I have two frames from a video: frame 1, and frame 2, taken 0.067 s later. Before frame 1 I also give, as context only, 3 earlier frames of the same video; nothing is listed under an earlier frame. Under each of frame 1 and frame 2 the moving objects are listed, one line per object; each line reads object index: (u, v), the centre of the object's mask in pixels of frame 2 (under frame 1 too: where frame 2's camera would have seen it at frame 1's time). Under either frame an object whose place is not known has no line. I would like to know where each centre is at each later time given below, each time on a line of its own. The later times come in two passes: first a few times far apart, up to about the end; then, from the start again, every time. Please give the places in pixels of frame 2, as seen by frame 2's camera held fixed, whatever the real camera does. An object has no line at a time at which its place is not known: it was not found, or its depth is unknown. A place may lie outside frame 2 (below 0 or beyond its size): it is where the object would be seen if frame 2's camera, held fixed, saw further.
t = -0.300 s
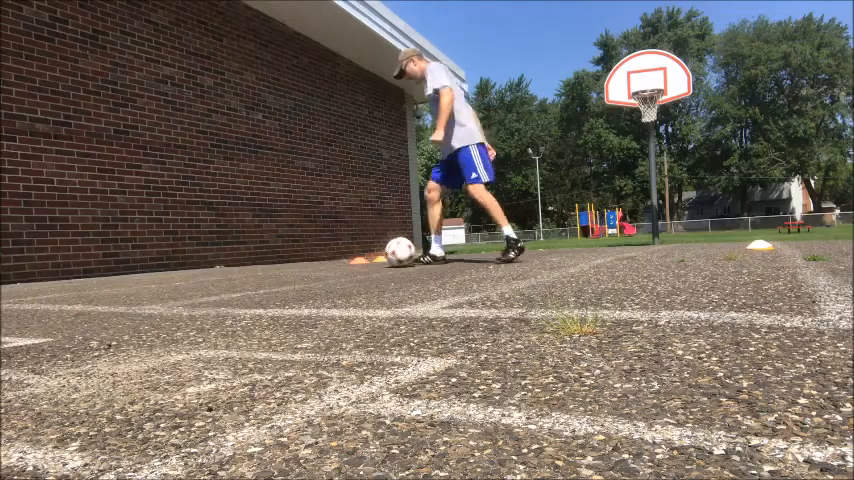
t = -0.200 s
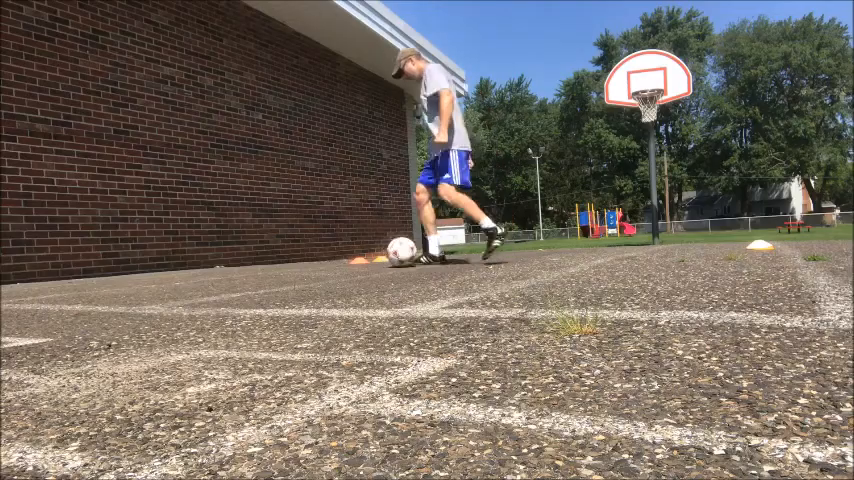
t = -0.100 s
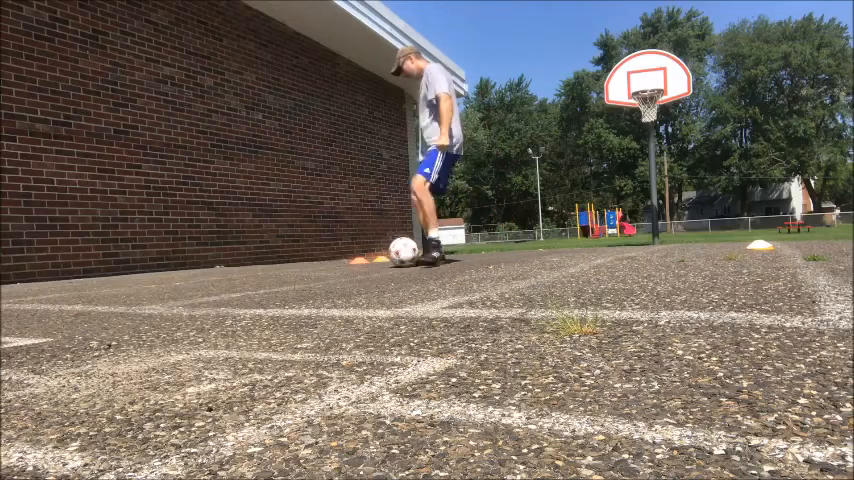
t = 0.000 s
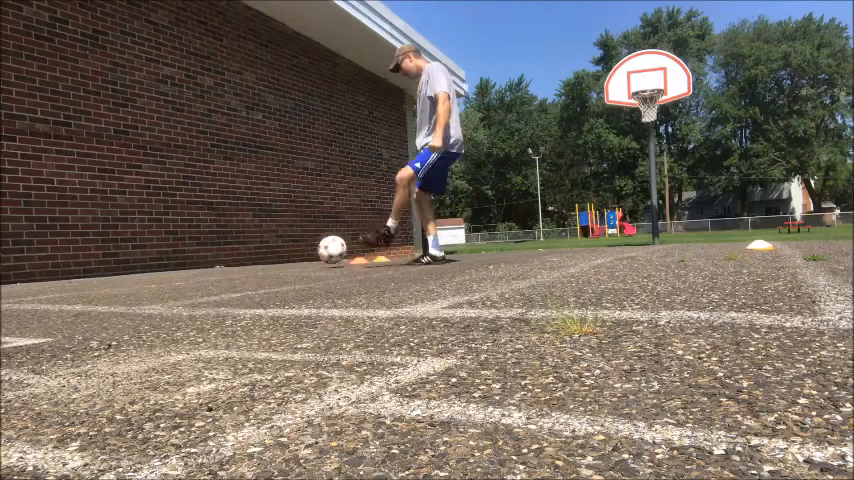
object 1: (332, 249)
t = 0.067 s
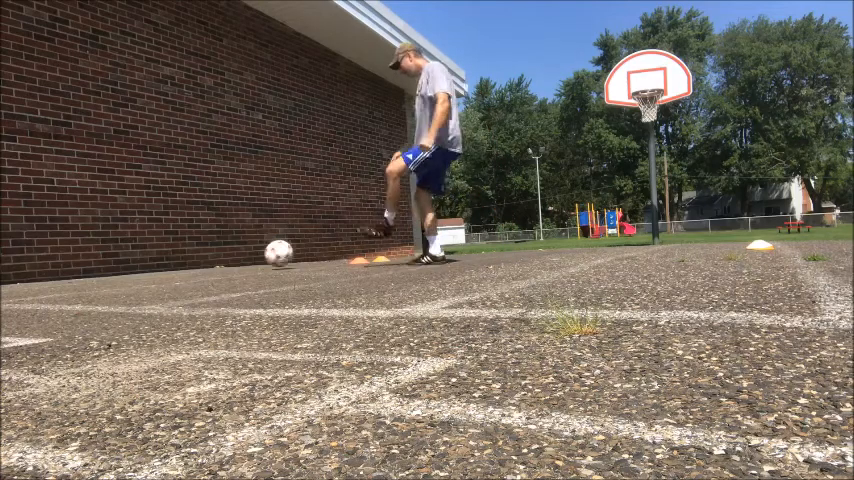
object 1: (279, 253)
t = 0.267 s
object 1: (159, 260)
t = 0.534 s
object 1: (192, 257)
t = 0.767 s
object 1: (267, 255)
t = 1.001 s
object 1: (326, 252)
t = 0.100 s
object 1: (254, 256)
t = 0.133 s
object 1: (232, 256)
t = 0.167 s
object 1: (212, 256)
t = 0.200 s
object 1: (194, 257)
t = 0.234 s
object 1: (176, 259)
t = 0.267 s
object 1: (159, 260)
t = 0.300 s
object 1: (145, 261)
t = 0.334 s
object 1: (131, 262)
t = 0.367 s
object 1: (129, 262)
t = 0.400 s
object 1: (141, 260)
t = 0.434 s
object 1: (154, 259)
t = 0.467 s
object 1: (167, 259)
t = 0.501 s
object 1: (180, 259)
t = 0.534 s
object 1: (192, 257)
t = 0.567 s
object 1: (203, 257)
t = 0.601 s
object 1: (215, 257)
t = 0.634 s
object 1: (226, 256)
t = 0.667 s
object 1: (237, 256)
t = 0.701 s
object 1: (248, 256)
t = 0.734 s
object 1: (258, 255)
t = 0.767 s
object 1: (267, 255)
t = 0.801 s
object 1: (276, 254)
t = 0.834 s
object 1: (285, 254)
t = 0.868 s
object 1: (293, 254)
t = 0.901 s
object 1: (301, 254)
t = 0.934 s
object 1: (309, 253)
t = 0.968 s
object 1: (318, 253)
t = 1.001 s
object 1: (326, 252)
